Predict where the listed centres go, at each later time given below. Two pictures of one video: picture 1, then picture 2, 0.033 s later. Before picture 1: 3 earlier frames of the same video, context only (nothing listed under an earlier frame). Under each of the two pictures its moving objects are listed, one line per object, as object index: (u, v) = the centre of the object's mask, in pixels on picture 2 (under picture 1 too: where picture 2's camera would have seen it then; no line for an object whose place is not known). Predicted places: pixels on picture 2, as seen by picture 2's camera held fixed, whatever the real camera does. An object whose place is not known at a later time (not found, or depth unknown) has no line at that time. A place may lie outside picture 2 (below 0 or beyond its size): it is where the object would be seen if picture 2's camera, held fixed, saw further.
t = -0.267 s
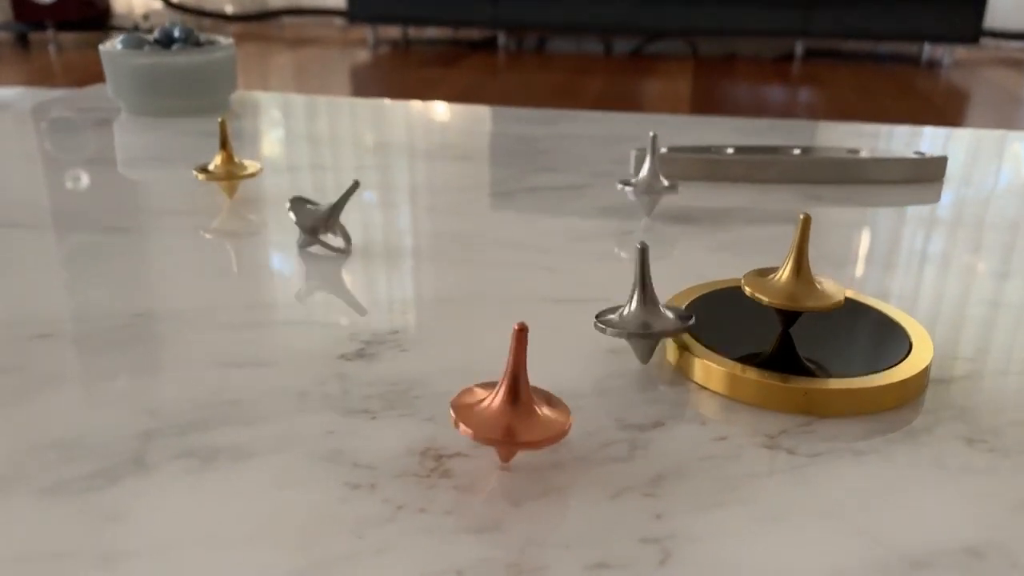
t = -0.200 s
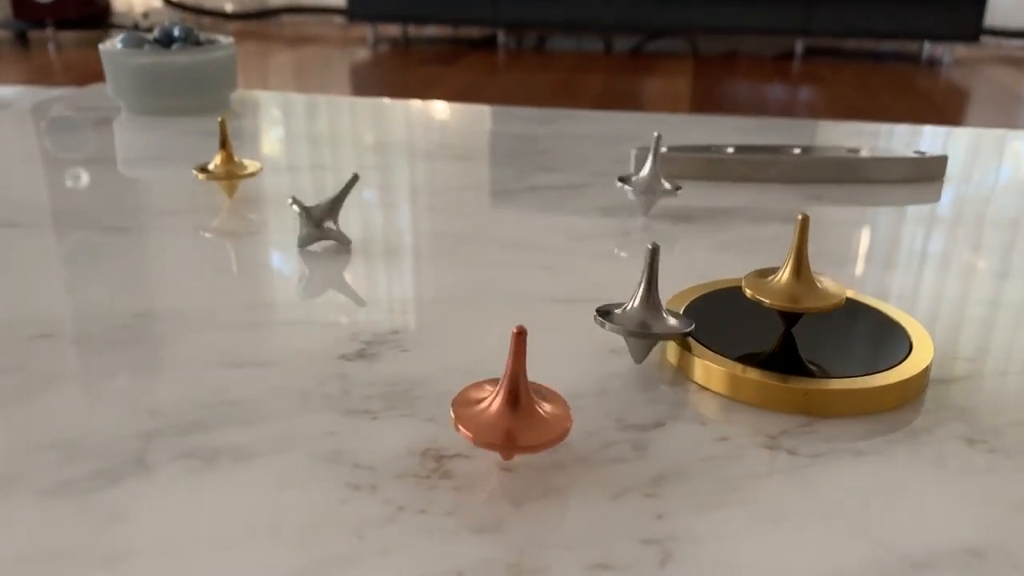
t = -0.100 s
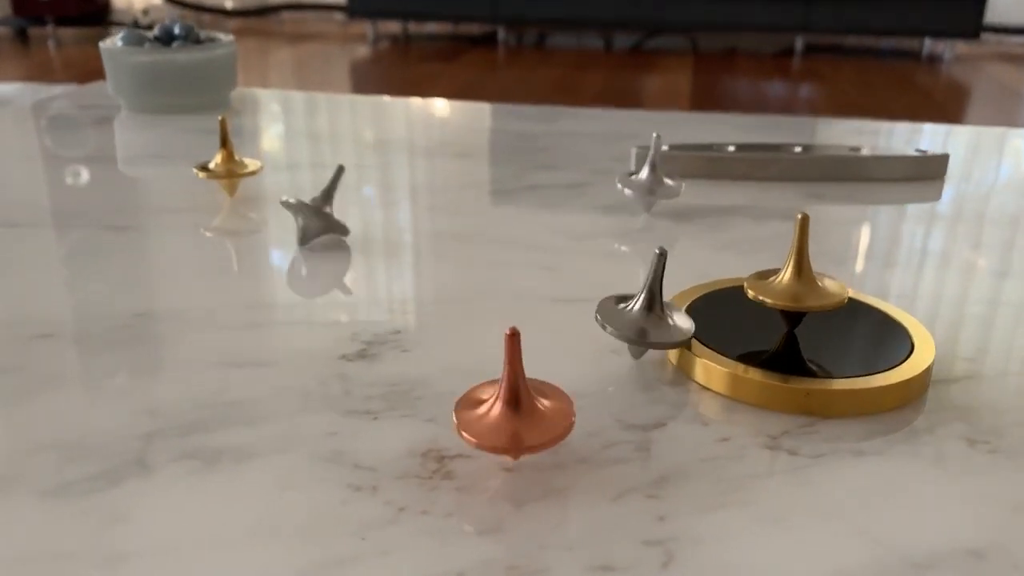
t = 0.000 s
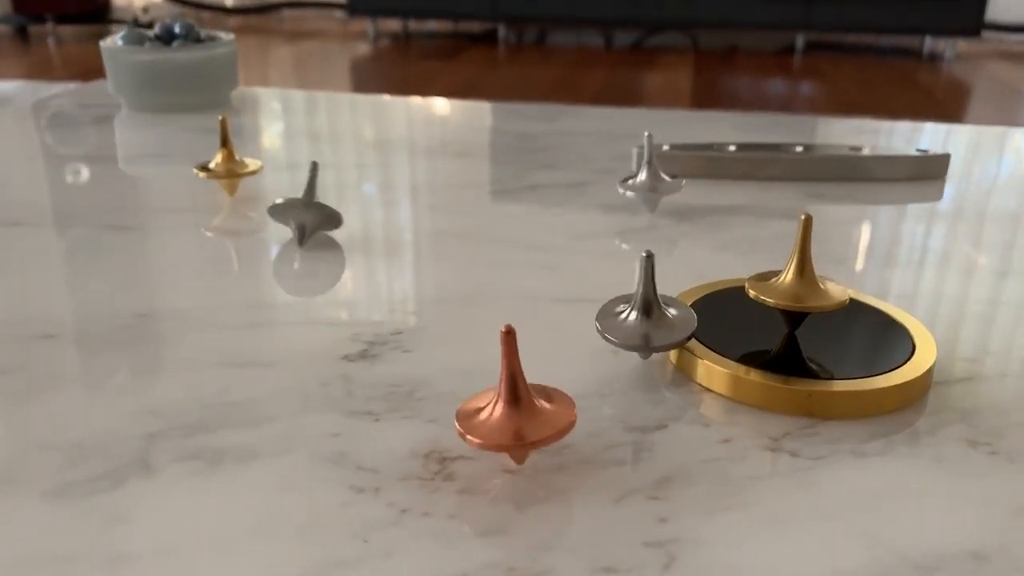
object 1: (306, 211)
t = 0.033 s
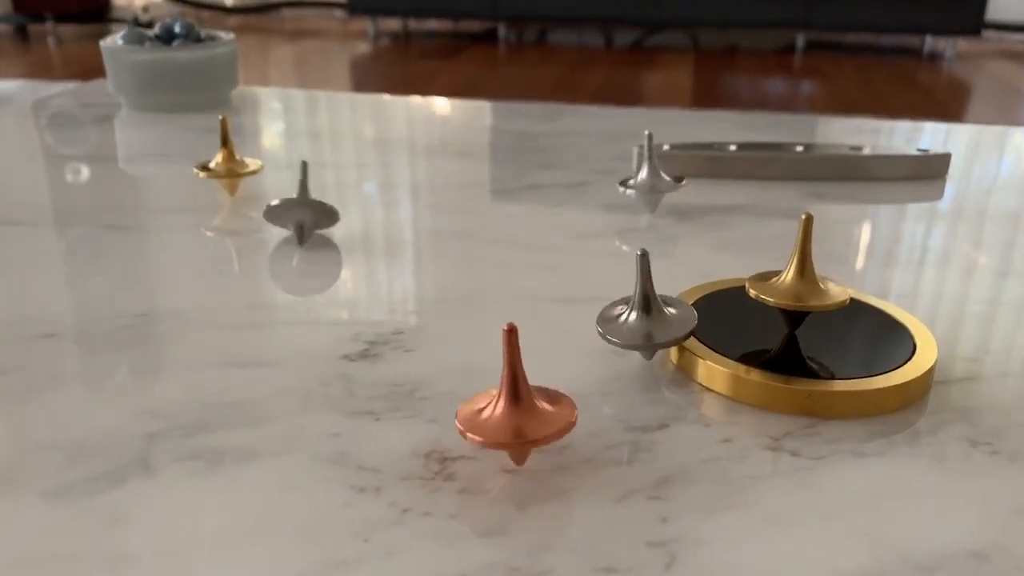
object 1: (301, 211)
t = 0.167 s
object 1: (283, 212)
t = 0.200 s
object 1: (279, 213)
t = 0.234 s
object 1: (275, 215)
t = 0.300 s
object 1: (270, 218)
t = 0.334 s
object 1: (270, 219)
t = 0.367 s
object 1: (269, 222)
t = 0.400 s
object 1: (271, 223)
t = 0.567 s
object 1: (292, 231)
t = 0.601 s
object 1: (297, 231)
